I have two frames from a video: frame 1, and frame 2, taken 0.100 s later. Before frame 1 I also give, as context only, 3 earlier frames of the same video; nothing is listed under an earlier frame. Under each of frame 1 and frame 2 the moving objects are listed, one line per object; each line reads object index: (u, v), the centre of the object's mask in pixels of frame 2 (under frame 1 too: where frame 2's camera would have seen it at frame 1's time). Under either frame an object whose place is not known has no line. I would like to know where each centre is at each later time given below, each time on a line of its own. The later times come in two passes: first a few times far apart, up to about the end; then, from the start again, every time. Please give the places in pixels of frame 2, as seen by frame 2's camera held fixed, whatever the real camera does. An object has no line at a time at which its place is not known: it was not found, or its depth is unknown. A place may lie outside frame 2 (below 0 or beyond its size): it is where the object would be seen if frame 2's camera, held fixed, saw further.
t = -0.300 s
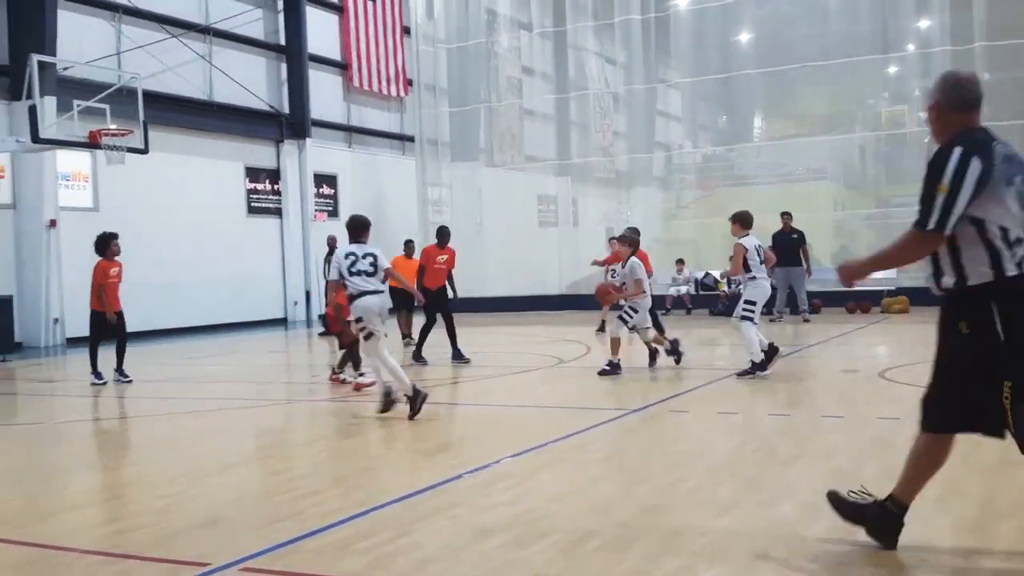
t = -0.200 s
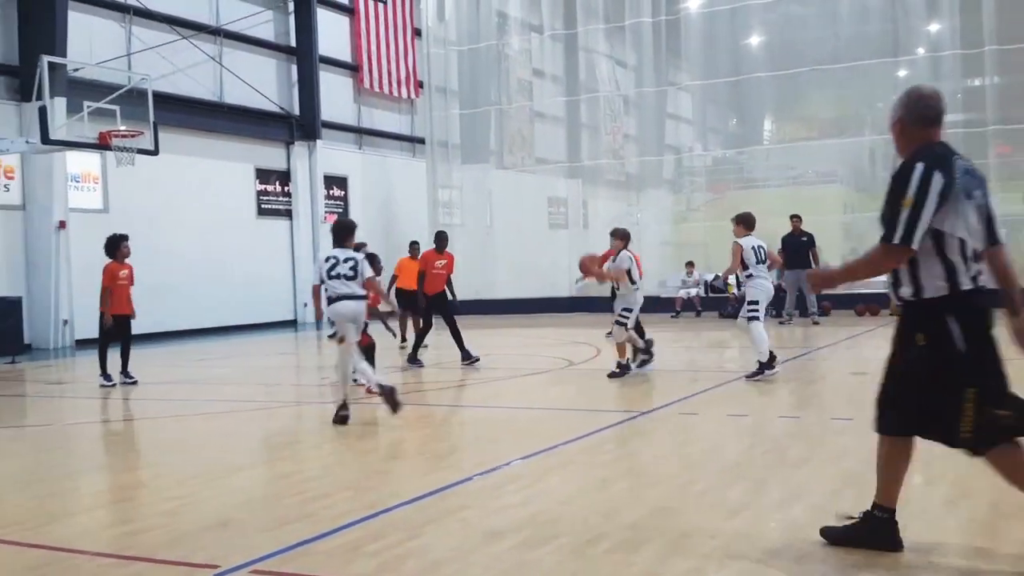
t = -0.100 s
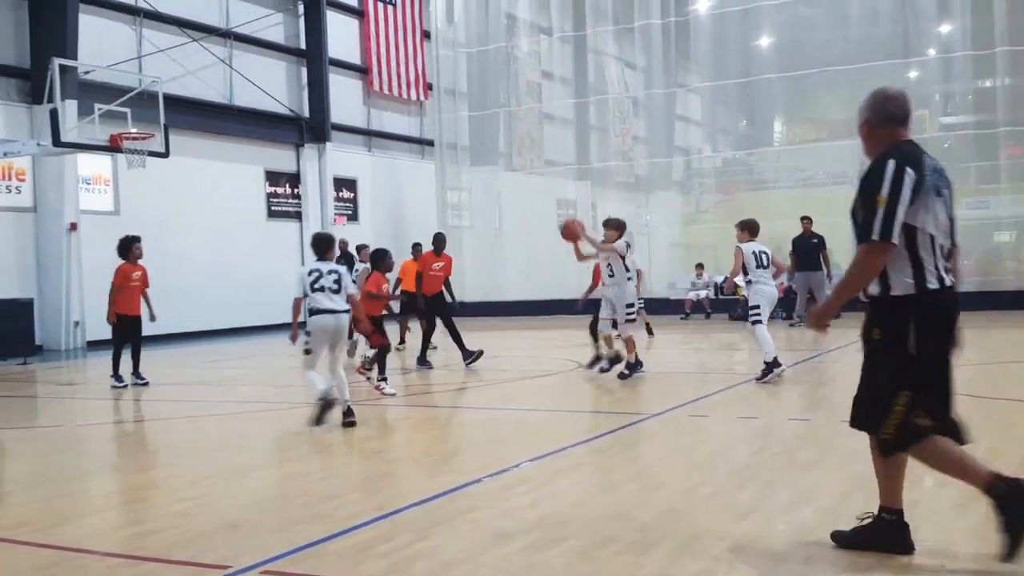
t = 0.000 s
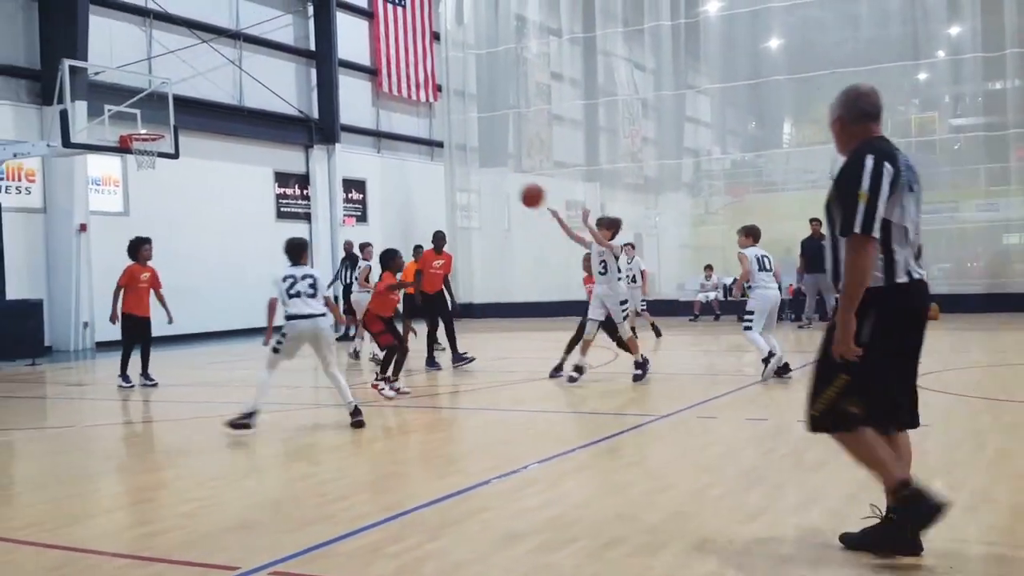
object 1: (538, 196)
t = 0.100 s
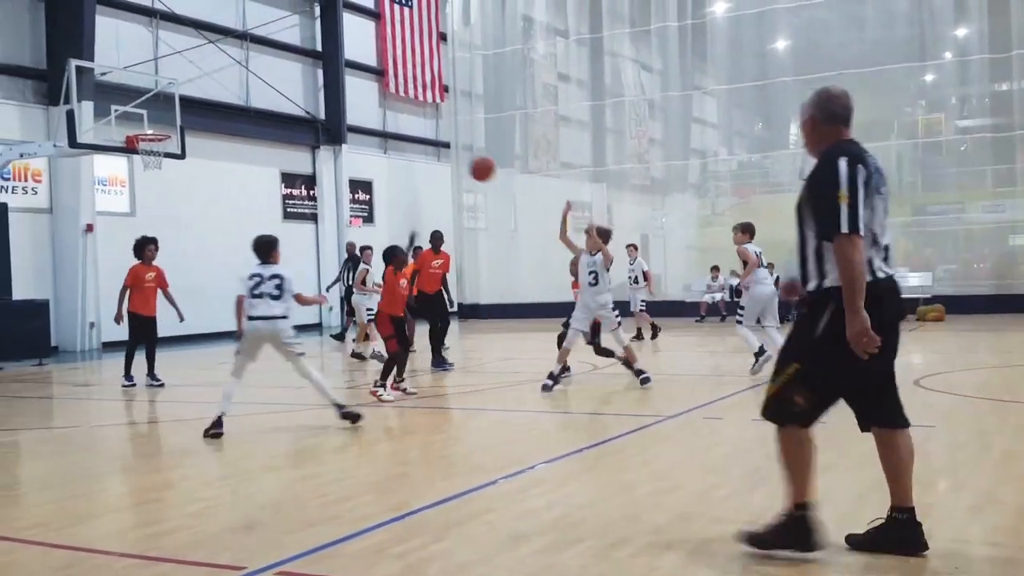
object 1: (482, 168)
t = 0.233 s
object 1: (403, 146)
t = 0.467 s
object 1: (254, 153)
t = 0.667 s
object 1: (112, 214)
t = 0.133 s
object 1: (463, 162)
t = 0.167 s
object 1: (443, 154)
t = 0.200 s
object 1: (424, 150)
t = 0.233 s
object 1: (403, 146)
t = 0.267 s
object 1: (382, 143)
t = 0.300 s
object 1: (361, 142)
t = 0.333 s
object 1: (341, 141)
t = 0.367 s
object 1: (320, 142)
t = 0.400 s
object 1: (298, 144)
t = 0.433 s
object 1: (275, 149)
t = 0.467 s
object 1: (254, 153)
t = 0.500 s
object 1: (231, 159)
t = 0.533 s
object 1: (207, 167)
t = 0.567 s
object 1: (184, 177)
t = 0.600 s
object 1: (161, 187)
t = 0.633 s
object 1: (137, 199)
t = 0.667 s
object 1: (112, 214)
